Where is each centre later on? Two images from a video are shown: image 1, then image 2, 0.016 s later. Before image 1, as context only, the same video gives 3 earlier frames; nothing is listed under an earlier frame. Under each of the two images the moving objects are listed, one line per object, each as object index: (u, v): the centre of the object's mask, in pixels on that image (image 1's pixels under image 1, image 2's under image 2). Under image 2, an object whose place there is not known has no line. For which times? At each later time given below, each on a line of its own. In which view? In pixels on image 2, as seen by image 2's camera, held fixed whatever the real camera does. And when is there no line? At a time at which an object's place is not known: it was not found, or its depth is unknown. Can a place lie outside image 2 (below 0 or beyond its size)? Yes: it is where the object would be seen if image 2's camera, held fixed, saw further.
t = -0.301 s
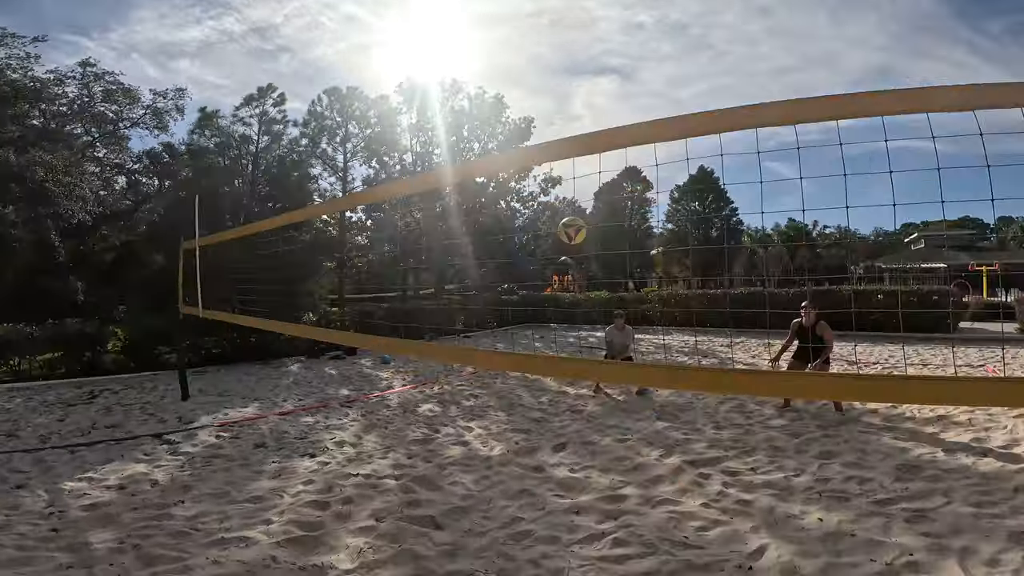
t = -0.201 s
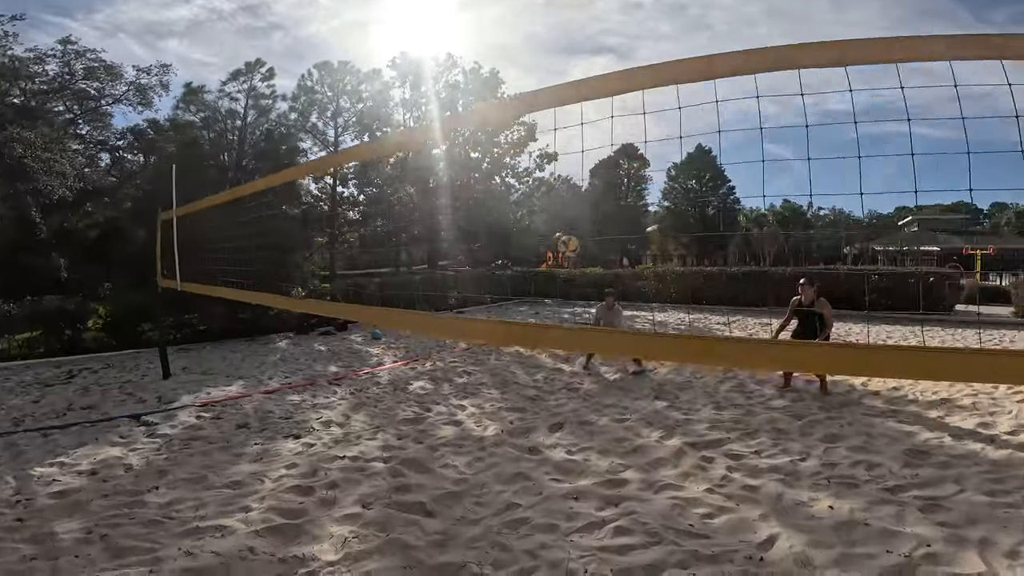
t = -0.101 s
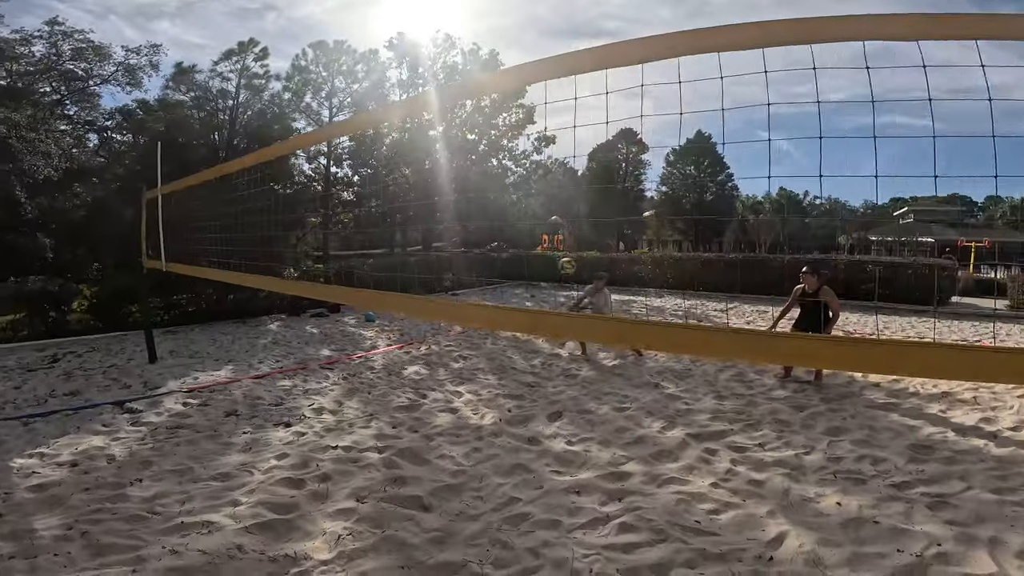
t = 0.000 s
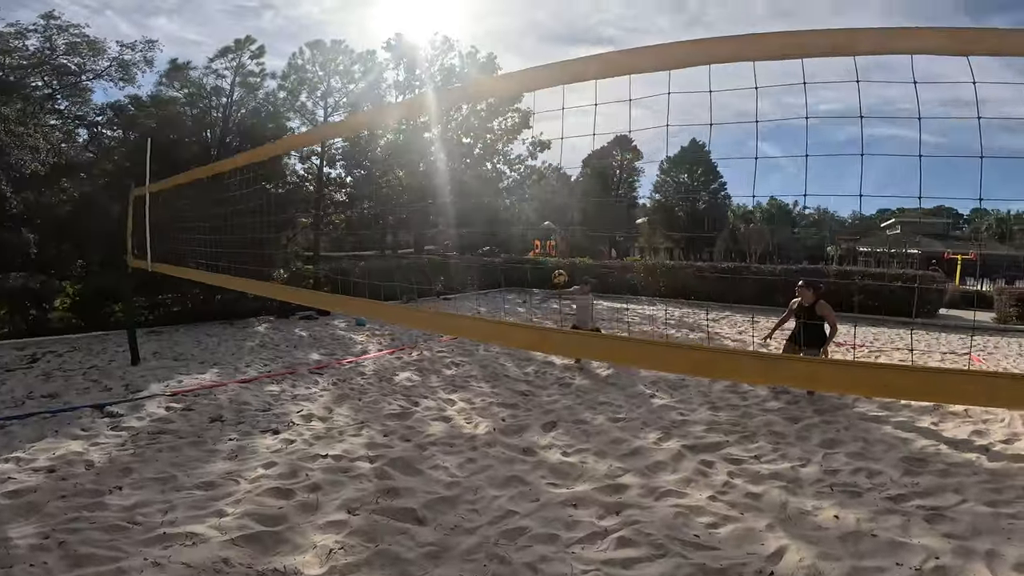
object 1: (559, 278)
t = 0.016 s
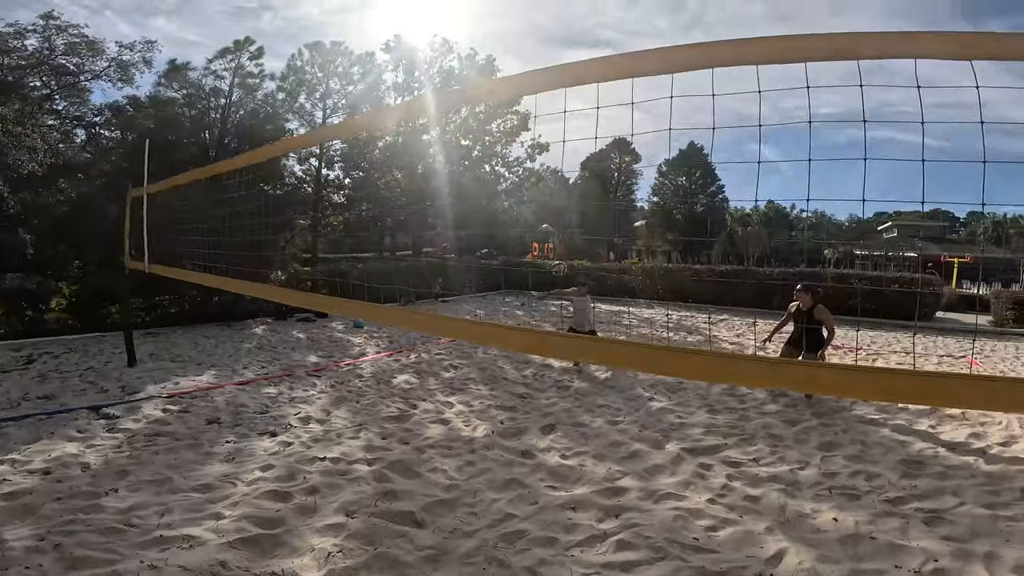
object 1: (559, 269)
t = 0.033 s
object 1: (559, 257)
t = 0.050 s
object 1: (561, 249)
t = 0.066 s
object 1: (562, 237)
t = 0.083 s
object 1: (561, 225)
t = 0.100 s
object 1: (563, 214)
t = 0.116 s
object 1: (564, 203)
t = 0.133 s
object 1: (566, 193)
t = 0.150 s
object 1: (568, 181)
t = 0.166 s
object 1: (567, 172)
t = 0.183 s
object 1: (568, 162)
